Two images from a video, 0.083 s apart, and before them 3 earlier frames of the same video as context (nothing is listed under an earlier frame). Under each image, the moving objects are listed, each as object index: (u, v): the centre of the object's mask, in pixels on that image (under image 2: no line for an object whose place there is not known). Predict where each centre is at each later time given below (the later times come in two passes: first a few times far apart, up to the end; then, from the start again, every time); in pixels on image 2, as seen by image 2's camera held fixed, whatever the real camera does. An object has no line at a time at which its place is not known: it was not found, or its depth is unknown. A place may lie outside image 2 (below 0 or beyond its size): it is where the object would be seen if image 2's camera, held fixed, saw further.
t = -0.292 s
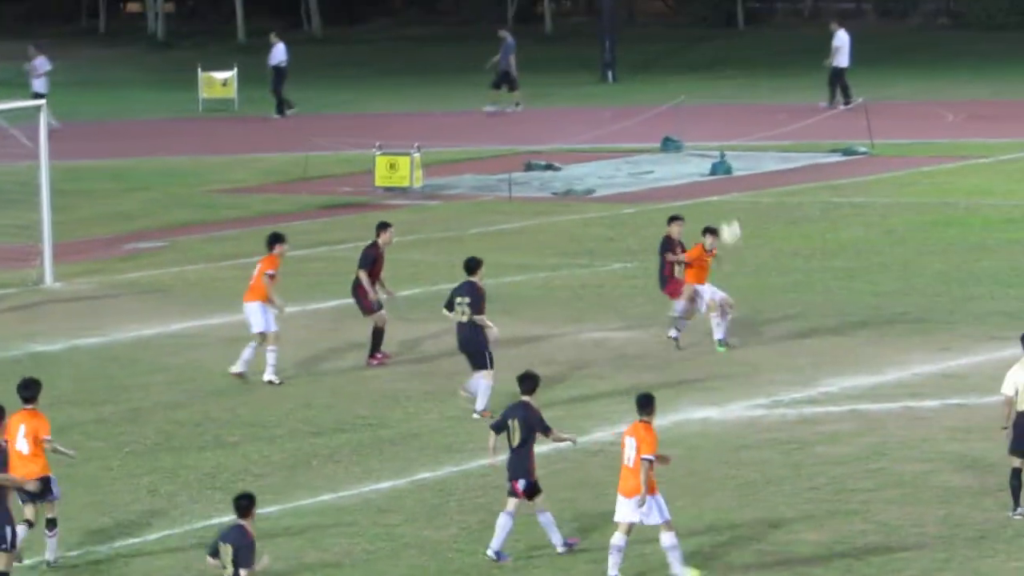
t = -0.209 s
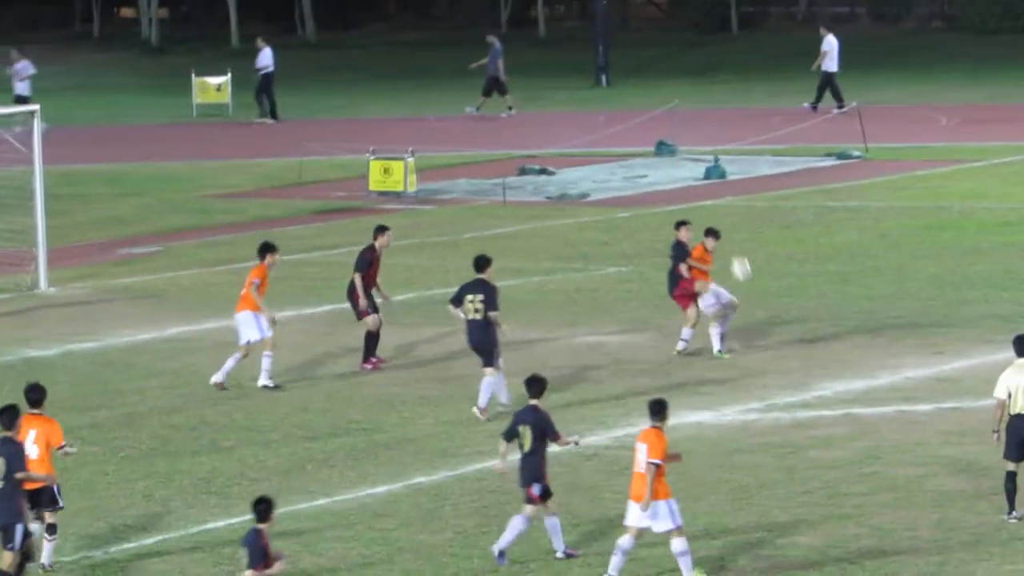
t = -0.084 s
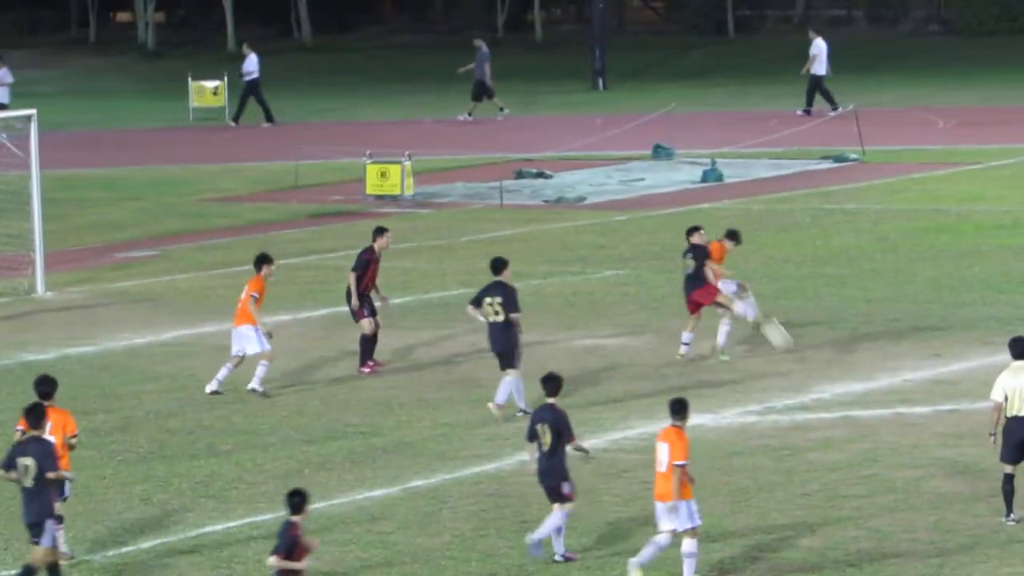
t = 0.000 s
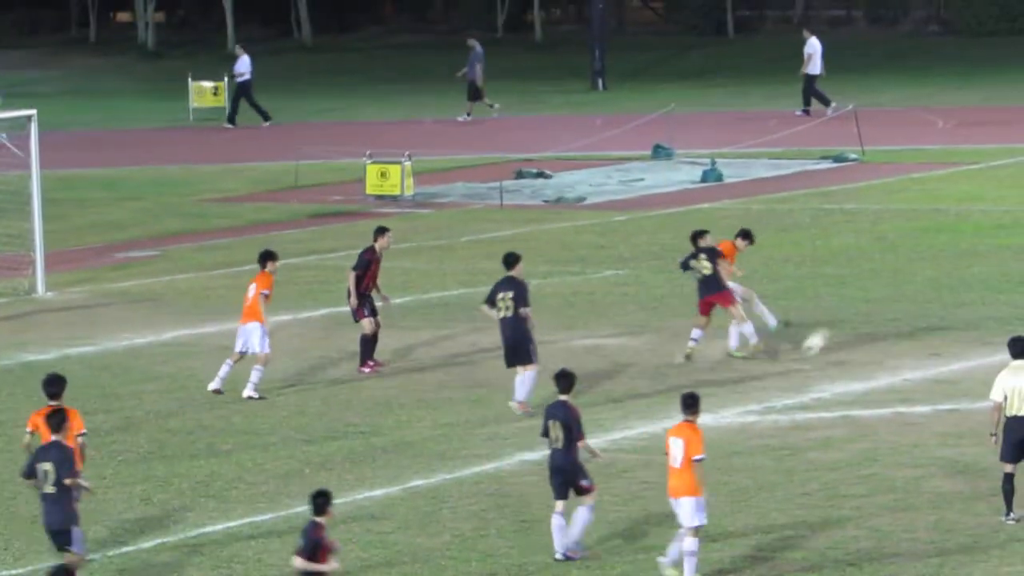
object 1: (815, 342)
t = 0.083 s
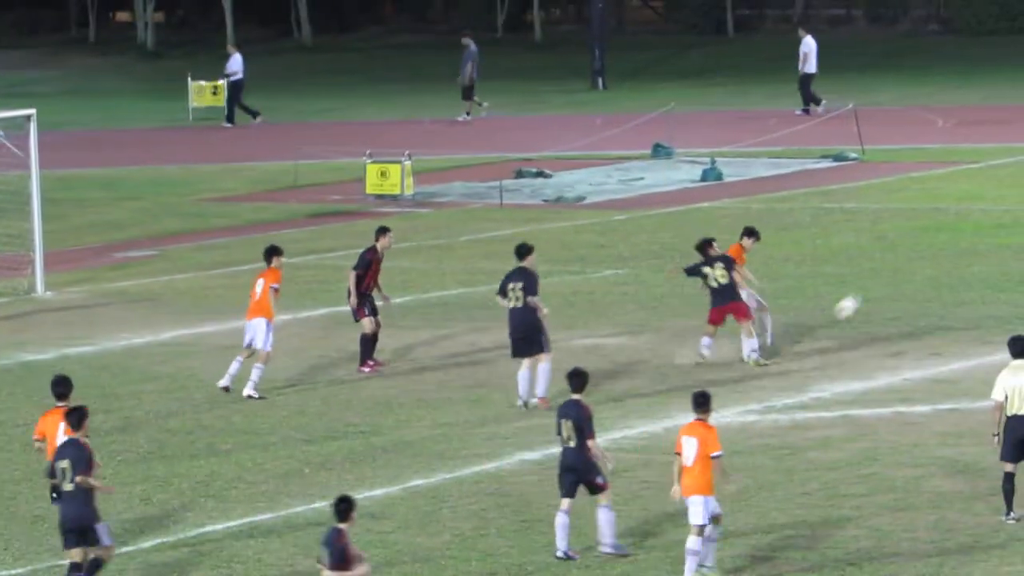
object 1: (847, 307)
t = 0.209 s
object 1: (895, 267)
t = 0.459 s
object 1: (994, 231)
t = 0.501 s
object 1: (1011, 231)
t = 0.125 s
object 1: (862, 292)
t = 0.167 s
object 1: (879, 278)
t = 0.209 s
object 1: (895, 267)
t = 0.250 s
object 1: (910, 256)
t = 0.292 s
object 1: (927, 247)
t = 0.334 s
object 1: (943, 240)
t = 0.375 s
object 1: (960, 236)
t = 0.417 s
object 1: (977, 233)
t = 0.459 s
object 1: (994, 231)
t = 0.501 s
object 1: (1011, 231)
